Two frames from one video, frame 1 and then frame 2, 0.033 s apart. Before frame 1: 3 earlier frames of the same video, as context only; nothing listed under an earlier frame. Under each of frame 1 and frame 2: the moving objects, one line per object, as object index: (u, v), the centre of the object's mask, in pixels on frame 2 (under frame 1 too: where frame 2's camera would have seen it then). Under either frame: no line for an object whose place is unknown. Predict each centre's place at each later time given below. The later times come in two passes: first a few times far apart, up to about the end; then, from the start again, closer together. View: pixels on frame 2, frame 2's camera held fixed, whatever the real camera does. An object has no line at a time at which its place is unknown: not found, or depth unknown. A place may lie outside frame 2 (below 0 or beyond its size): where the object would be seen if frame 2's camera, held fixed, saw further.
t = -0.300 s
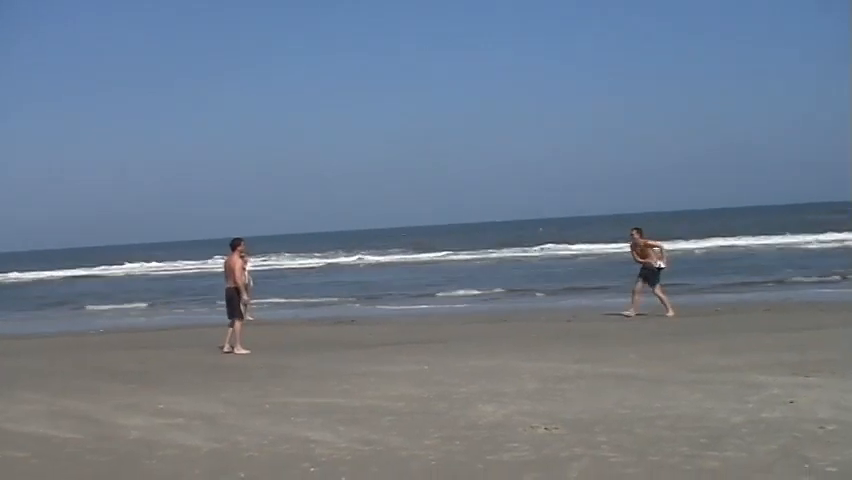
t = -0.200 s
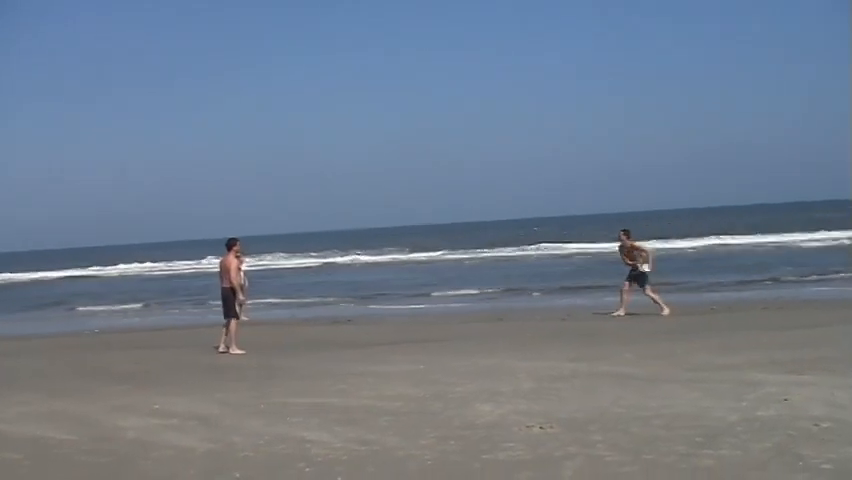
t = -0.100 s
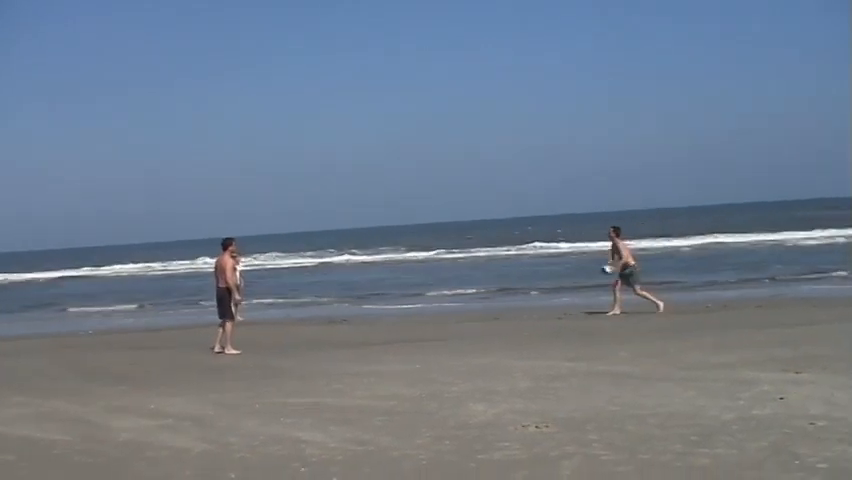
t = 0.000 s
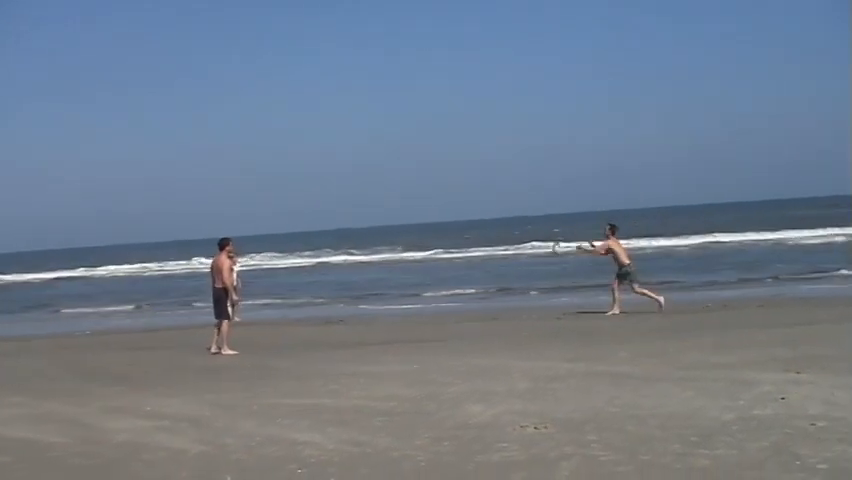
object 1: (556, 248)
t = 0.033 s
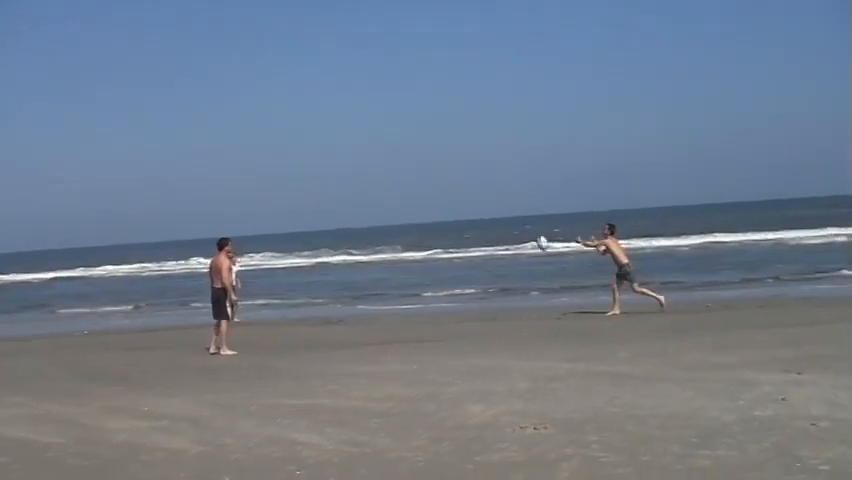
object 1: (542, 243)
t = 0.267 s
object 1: (444, 214)
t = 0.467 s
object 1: (366, 213)
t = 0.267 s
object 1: (444, 214)
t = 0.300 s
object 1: (432, 213)
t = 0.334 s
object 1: (418, 212)
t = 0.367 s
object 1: (406, 212)
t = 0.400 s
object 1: (392, 212)
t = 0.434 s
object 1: (380, 213)
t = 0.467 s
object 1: (366, 213)
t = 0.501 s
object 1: (353, 215)
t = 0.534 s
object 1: (345, 217)
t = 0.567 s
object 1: (335, 220)
